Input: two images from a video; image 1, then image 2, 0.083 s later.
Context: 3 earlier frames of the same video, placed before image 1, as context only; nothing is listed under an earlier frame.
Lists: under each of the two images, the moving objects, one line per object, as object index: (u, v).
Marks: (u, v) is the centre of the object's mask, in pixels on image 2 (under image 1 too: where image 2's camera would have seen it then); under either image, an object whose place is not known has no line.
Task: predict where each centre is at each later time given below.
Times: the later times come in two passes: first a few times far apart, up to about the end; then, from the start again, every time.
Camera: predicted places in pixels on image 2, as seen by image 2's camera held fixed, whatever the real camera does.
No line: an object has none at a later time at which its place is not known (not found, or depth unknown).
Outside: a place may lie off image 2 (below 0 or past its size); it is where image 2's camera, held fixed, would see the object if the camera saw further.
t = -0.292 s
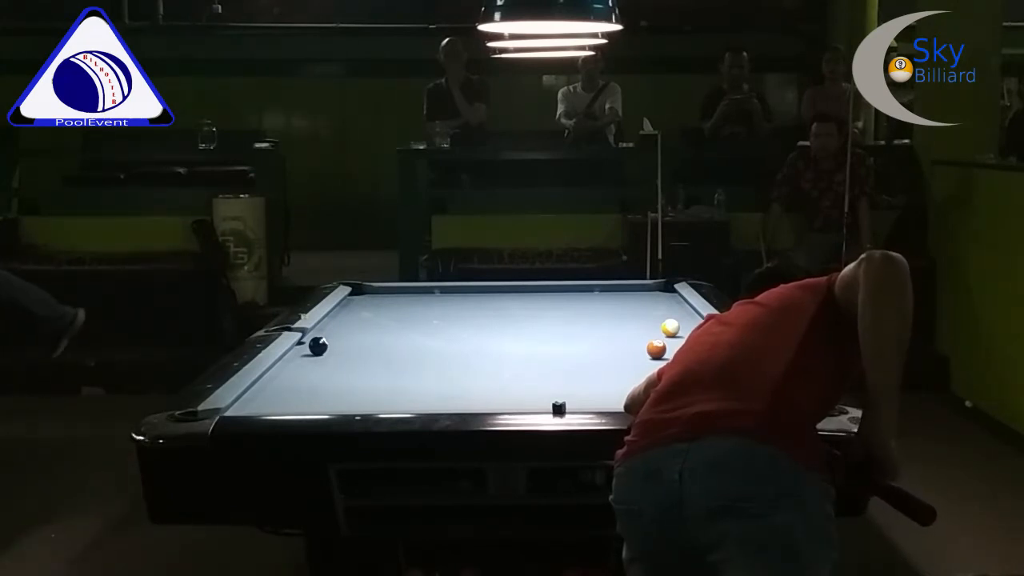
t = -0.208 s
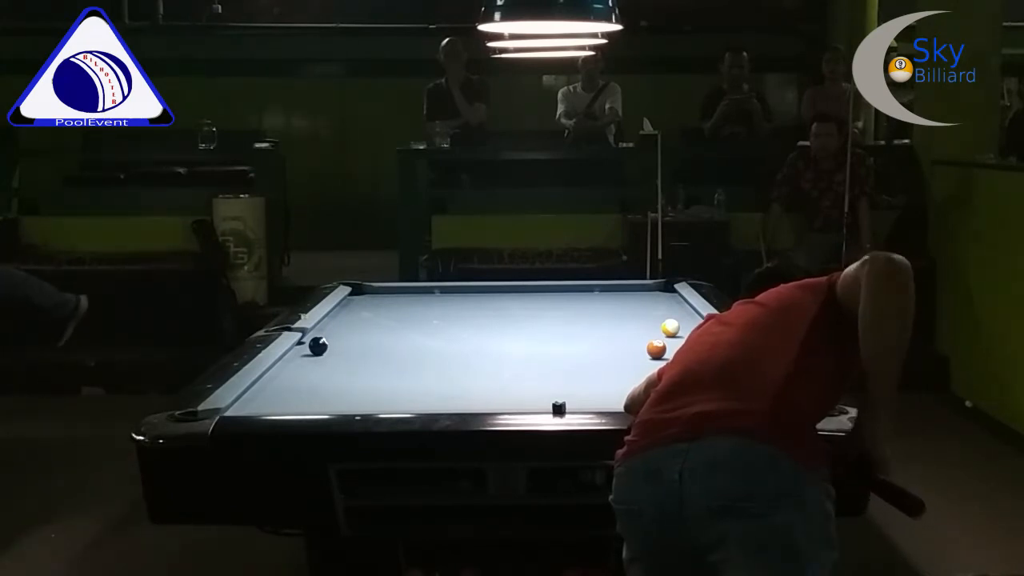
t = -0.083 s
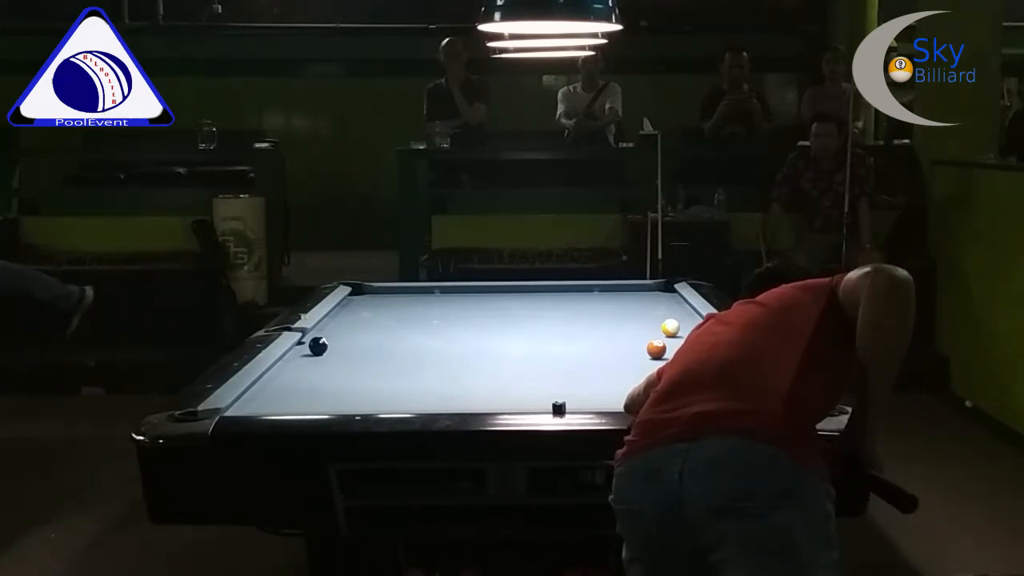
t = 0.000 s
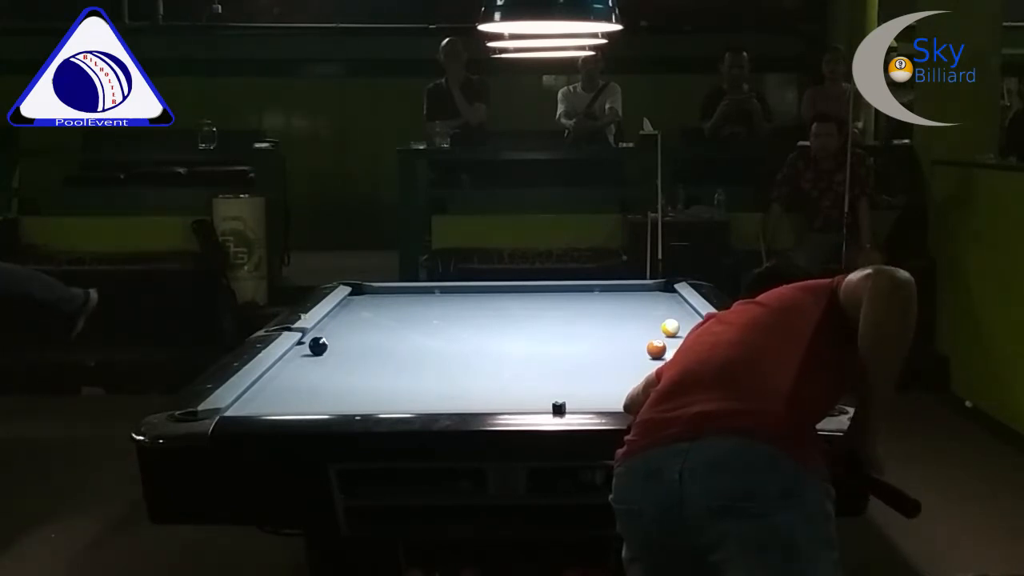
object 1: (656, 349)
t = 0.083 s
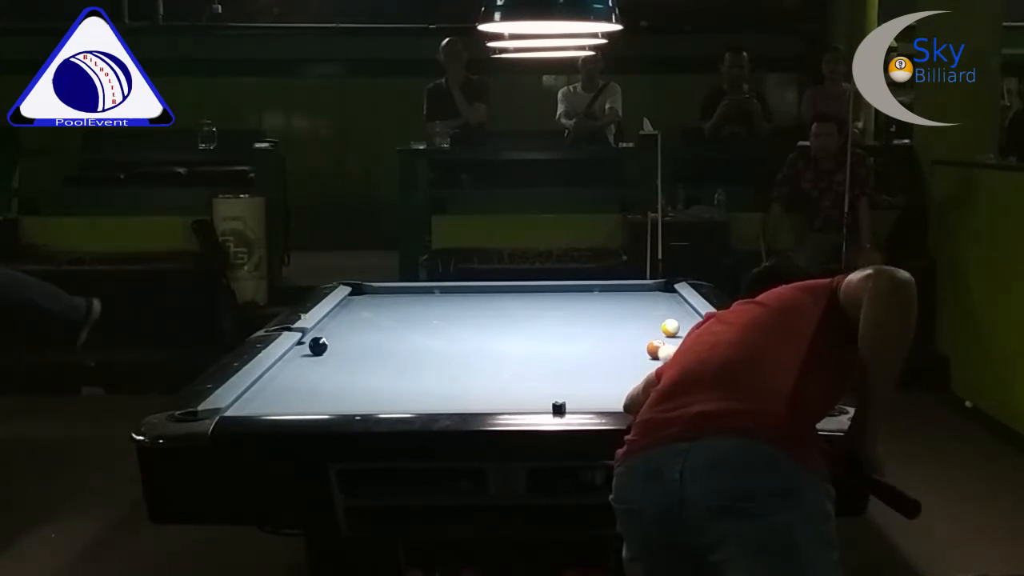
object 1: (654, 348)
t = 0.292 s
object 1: (633, 342)
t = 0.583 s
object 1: (605, 333)
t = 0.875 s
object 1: (580, 324)
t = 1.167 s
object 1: (557, 317)
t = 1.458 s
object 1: (537, 311)
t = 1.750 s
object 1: (519, 306)
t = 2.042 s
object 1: (504, 301)
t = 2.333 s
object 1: (489, 296)
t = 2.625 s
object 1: (477, 292)
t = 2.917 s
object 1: (465, 289)
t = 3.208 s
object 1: (457, 289)
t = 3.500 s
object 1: (452, 290)
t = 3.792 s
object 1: (446, 291)
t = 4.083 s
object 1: (442, 292)
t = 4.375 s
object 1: (439, 293)
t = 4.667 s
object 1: (437, 294)
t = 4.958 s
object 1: (435, 294)
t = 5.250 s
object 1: (434, 294)
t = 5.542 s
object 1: (434, 294)
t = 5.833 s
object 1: (434, 294)
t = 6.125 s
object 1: (434, 294)
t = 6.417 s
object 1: (434, 294)
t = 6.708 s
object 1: (434, 294)
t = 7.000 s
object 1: (434, 294)
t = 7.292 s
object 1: (434, 294)
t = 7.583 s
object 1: (434, 294)
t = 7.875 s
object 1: (434, 294)
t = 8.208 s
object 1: (434, 294)
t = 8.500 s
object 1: (434, 294)
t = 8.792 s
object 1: (434, 294)
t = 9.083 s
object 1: (434, 294)
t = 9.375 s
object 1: (434, 294)
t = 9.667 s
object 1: (434, 294)
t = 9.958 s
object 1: (434, 294)
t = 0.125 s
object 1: (652, 349)
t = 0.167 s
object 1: (649, 347)
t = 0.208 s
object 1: (643, 344)
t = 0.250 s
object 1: (638, 343)
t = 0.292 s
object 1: (633, 342)
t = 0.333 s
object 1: (629, 340)
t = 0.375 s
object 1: (625, 339)
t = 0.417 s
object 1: (621, 338)
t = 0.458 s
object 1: (617, 336)
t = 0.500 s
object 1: (613, 335)
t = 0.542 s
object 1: (609, 334)
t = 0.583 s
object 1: (605, 333)
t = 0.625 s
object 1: (601, 331)
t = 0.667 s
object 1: (597, 330)
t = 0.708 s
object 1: (594, 329)
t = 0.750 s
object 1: (590, 327)
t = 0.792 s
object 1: (586, 327)
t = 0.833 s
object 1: (583, 326)
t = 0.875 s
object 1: (580, 324)
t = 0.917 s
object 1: (576, 323)
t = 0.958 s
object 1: (573, 323)
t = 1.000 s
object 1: (570, 321)
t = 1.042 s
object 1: (567, 320)
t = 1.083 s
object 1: (563, 320)
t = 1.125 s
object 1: (560, 319)
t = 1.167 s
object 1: (557, 317)
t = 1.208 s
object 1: (554, 317)
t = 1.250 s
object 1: (551, 316)
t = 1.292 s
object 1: (548, 315)
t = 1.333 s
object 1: (545, 314)
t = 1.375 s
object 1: (542, 313)
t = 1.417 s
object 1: (540, 312)
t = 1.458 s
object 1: (537, 311)
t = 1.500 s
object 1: (534, 311)
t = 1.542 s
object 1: (532, 310)
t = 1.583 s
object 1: (529, 309)
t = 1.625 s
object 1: (527, 308)
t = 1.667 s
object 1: (524, 307)
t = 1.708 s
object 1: (521, 306)
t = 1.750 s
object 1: (519, 306)
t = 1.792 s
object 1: (517, 305)
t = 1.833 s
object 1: (514, 304)
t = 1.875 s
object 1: (512, 303)
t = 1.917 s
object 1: (510, 303)
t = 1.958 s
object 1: (507, 302)
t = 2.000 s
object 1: (506, 302)
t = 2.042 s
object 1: (504, 301)
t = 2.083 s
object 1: (502, 300)
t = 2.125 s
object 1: (499, 299)
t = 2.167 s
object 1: (497, 299)
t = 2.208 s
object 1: (495, 298)
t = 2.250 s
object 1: (493, 297)
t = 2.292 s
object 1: (491, 297)
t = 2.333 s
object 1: (489, 296)
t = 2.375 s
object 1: (487, 296)
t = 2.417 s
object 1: (485, 295)
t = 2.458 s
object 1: (484, 294)
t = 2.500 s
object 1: (482, 294)
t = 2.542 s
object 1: (480, 293)
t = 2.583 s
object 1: (479, 292)
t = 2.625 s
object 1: (477, 292)
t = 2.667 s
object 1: (475, 292)
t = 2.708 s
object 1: (473, 291)
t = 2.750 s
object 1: (472, 290)
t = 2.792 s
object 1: (470, 290)
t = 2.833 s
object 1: (468, 290)
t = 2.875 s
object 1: (467, 289)
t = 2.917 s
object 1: (465, 289)
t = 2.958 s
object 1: (464, 288)
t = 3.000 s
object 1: (463, 288)
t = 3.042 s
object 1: (462, 288)
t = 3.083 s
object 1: (460, 289)
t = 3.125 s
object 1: (460, 289)
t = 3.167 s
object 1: (458, 289)
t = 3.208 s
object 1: (457, 289)
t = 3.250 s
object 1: (457, 289)
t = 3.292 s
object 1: (456, 289)
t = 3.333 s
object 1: (455, 290)
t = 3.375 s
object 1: (454, 290)
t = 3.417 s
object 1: (454, 290)
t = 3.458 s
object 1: (453, 290)
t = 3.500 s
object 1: (452, 290)
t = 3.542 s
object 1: (451, 290)
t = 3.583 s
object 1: (450, 290)
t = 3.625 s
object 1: (449, 291)
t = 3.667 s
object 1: (448, 291)
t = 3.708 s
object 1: (448, 291)
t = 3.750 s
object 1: (447, 291)
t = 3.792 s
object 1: (446, 291)
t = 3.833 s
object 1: (446, 291)
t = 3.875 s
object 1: (445, 292)
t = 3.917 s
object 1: (445, 292)
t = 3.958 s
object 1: (443, 292)
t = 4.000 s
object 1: (443, 292)
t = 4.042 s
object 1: (442, 292)
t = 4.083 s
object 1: (442, 292)
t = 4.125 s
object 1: (441, 293)
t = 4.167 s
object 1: (441, 293)
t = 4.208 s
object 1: (440, 293)
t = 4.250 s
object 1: (440, 293)
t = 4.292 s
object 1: (440, 293)
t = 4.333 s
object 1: (439, 293)
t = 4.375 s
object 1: (439, 293)
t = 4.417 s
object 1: (439, 293)
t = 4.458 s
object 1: (438, 294)
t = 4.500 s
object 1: (438, 293)
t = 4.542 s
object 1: (438, 293)
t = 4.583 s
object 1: (437, 293)
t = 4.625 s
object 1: (437, 294)
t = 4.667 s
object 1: (437, 294)
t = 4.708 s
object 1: (436, 294)
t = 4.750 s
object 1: (436, 294)
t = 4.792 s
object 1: (436, 294)
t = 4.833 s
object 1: (436, 294)
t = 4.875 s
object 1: (435, 294)
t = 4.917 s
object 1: (435, 294)
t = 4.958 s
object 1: (435, 294)
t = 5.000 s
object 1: (435, 294)
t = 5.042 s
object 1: (435, 294)
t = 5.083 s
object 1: (435, 294)
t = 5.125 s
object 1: (434, 294)
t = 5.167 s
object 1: (434, 294)
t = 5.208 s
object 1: (434, 294)
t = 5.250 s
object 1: (434, 294)
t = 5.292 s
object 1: (434, 294)
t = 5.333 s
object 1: (434, 294)
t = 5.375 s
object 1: (434, 294)
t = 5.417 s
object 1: (434, 294)
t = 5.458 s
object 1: (434, 294)
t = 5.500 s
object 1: (434, 294)
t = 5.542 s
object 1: (434, 294)
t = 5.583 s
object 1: (434, 294)
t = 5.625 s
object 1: (434, 294)
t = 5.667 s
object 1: (434, 294)
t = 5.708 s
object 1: (434, 294)
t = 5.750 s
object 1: (434, 294)
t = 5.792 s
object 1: (434, 294)
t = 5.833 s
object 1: (434, 294)
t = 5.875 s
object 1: (434, 294)
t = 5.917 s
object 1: (434, 294)
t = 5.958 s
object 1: (434, 294)
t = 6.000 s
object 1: (434, 294)
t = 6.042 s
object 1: (434, 294)
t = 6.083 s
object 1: (434, 294)
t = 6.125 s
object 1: (434, 294)
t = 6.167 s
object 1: (434, 294)
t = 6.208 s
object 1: (434, 294)
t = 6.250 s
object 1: (434, 294)
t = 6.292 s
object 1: (434, 294)
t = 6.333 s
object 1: (434, 294)
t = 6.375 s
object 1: (434, 294)
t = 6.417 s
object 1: (434, 294)
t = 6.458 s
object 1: (434, 294)
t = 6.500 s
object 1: (434, 294)
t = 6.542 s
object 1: (434, 294)
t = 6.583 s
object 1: (434, 294)
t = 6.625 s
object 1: (434, 294)
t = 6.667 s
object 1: (434, 294)
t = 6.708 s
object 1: (434, 294)
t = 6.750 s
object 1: (434, 294)
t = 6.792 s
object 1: (434, 294)
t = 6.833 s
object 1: (434, 294)
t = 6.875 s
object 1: (434, 294)
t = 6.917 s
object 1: (434, 294)
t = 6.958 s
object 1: (434, 294)
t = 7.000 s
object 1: (434, 294)
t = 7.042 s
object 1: (434, 294)
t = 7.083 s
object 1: (434, 294)
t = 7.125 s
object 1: (434, 294)
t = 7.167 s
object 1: (434, 294)
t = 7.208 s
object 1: (434, 294)
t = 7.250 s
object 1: (434, 294)
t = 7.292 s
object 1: (434, 294)
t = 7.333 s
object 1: (434, 294)
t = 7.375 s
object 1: (434, 294)
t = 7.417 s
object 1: (434, 294)
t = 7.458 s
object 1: (434, 294)
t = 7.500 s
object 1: (434, 294)
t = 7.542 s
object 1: (434, 294)
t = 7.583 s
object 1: (434, 294)
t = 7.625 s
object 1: (434, 294)
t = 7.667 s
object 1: (434, 294)
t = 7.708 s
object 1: (434, 294)
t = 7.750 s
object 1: (434, 294)
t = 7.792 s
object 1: (434, 294)
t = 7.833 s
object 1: (434, 294)
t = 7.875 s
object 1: (434, 294)
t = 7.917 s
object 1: (434, 294)
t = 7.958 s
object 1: (434, 294)
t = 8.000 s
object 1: (434, 294)
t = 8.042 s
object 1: (434, 294)
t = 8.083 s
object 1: (434, 294)
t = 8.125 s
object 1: (434, 294)
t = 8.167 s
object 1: (434, 294)
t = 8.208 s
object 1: (434, 294)
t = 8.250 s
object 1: (434, 294)
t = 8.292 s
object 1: (434, 294)
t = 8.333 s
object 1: (434, 294)
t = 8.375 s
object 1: (434, 294)
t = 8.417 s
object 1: (434, 294)
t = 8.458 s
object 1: (434, 294)
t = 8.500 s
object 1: (434, 294)
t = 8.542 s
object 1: (434, 294)
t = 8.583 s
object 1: (434, 294)
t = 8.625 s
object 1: (434, 294)
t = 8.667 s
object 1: (434, 294)
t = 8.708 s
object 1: (434, 294)
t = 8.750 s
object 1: (434, 294)
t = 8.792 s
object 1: (434, 294)
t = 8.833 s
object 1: (434, 294)
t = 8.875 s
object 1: (434, 294)
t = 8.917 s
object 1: (434, 294)
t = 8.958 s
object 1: (434, 294)
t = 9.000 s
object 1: (434, 294)
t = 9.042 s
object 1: (434, 294)
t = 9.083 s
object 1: (434, 294)
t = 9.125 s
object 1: (434, 294)
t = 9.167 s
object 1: (434, 294)
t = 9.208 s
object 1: (434, 294)
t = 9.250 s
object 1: (434, 294)
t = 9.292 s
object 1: (434, 294)
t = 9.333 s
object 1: (434, 294)
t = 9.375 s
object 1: (434, 294)
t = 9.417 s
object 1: (434, 294)
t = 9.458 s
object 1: (434, 294)
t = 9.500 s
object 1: (434, 294)
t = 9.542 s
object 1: (434, 294)
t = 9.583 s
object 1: (434, 294)
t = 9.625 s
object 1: (434, 294)
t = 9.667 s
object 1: (434, 294)
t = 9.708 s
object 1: (434, 294)
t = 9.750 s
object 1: (434, 294)
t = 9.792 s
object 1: (434, 294)
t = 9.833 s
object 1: (434, 294)
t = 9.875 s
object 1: (434, 294)
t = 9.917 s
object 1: (434, 294)
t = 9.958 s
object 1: (434, 294)
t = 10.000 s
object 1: (434, 294)
